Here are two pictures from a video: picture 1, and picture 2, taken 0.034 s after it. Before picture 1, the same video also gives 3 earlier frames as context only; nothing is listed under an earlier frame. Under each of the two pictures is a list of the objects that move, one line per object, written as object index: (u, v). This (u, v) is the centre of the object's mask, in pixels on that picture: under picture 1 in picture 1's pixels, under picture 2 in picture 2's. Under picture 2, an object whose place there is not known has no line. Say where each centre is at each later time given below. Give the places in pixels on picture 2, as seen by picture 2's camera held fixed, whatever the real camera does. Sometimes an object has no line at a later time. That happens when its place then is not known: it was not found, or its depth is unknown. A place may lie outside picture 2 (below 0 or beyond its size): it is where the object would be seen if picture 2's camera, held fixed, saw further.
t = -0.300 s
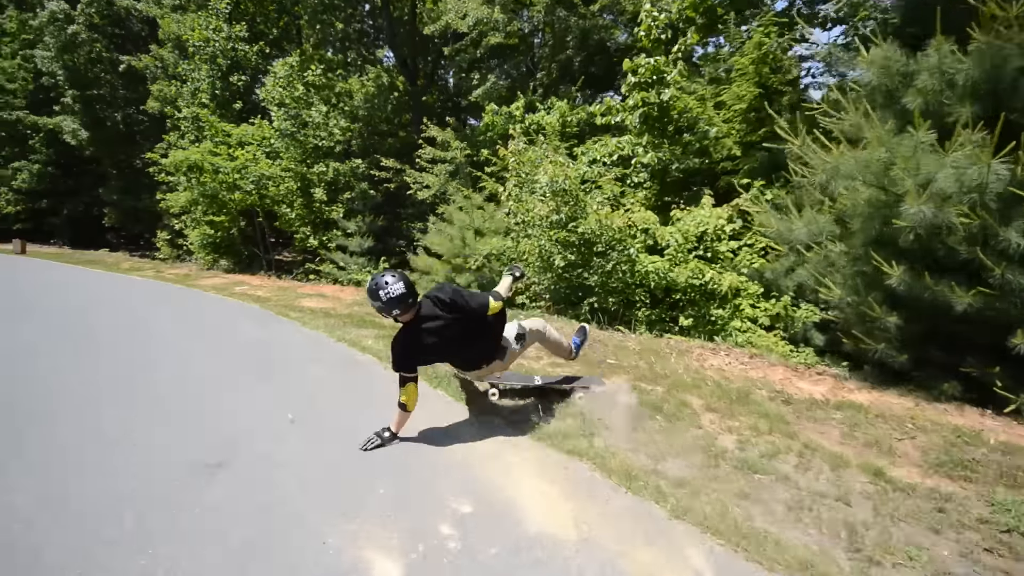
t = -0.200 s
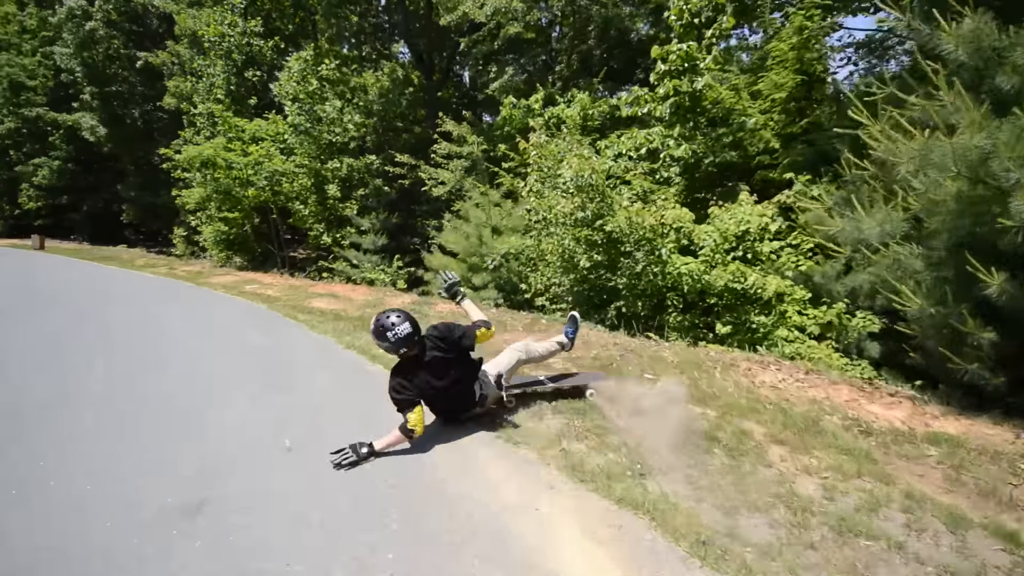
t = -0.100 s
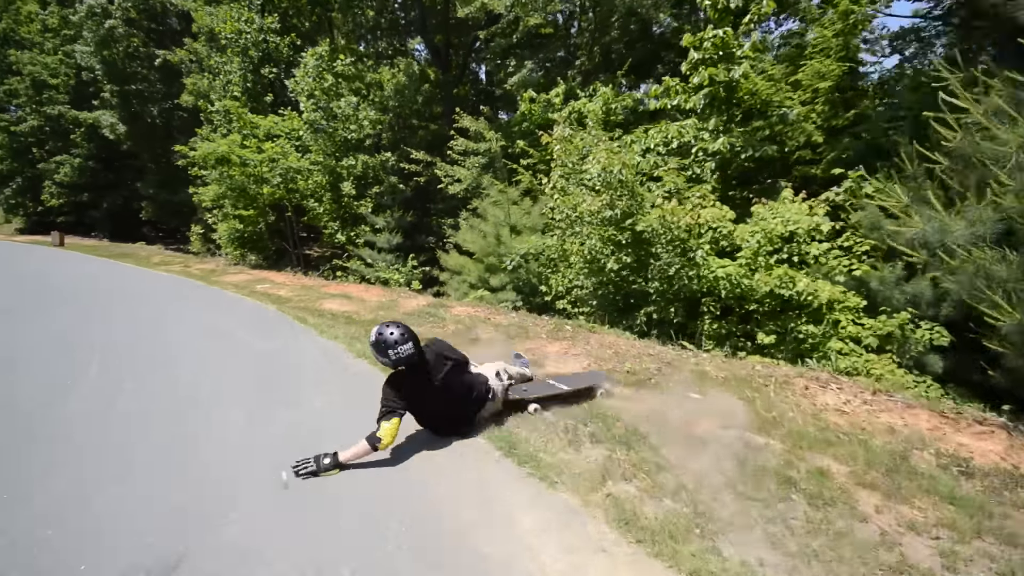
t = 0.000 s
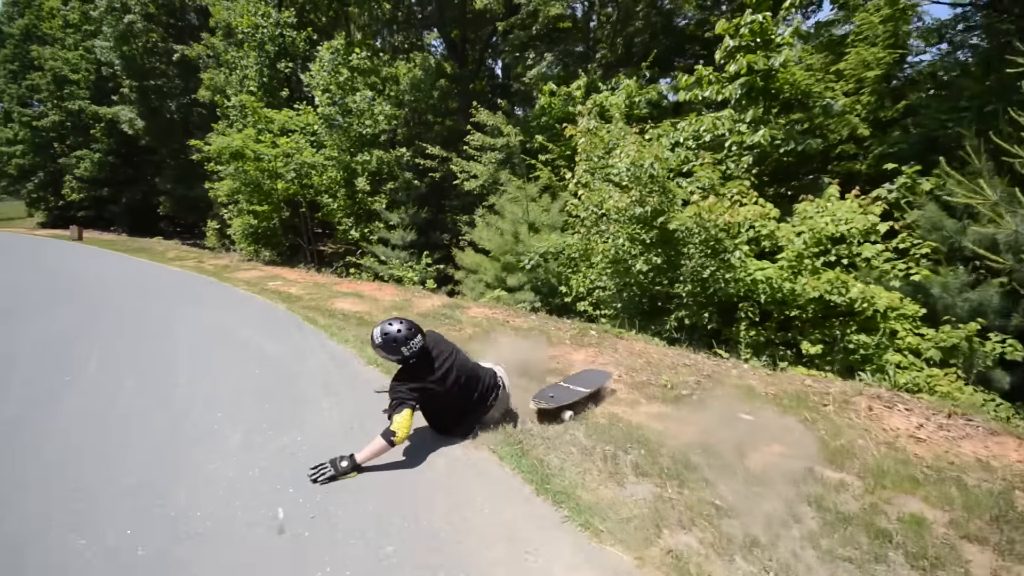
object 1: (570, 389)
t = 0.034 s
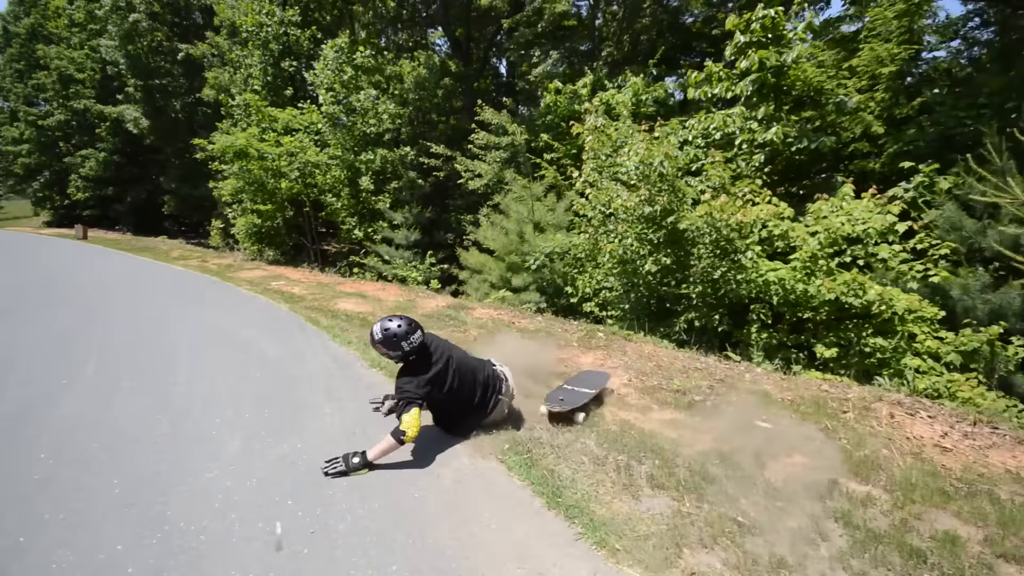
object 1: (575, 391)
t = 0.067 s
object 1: (572, 388)
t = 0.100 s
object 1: (570, 384)
